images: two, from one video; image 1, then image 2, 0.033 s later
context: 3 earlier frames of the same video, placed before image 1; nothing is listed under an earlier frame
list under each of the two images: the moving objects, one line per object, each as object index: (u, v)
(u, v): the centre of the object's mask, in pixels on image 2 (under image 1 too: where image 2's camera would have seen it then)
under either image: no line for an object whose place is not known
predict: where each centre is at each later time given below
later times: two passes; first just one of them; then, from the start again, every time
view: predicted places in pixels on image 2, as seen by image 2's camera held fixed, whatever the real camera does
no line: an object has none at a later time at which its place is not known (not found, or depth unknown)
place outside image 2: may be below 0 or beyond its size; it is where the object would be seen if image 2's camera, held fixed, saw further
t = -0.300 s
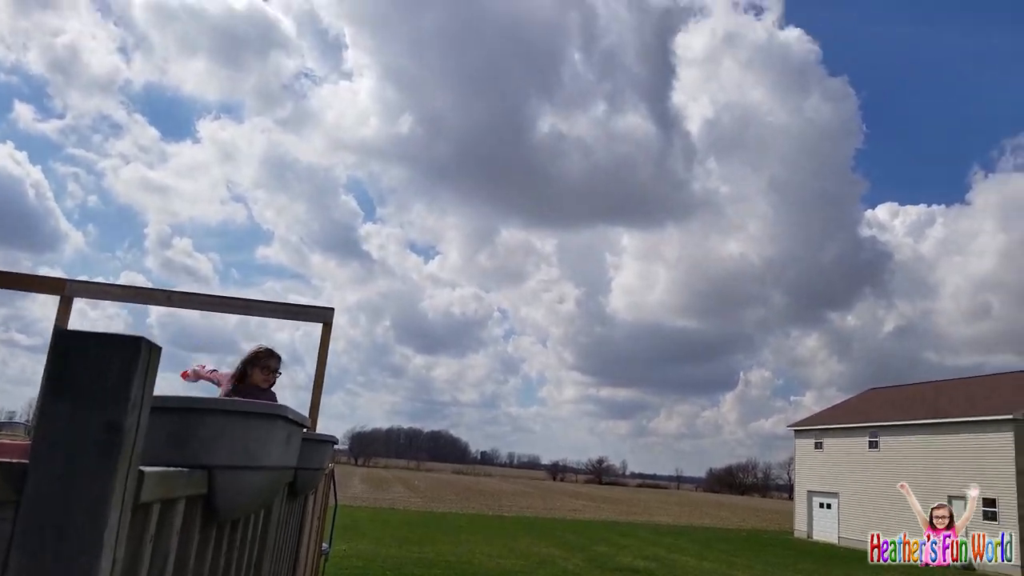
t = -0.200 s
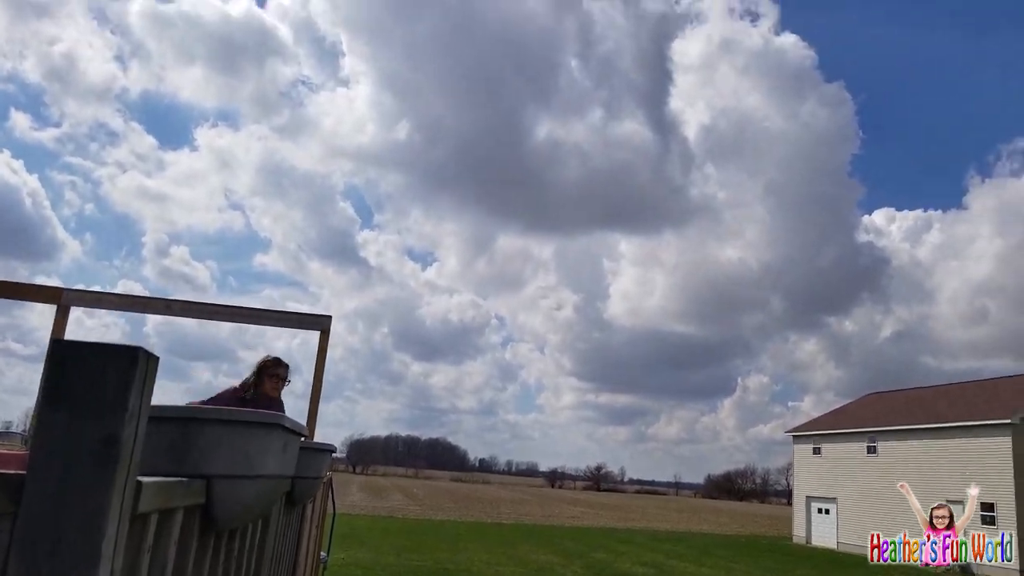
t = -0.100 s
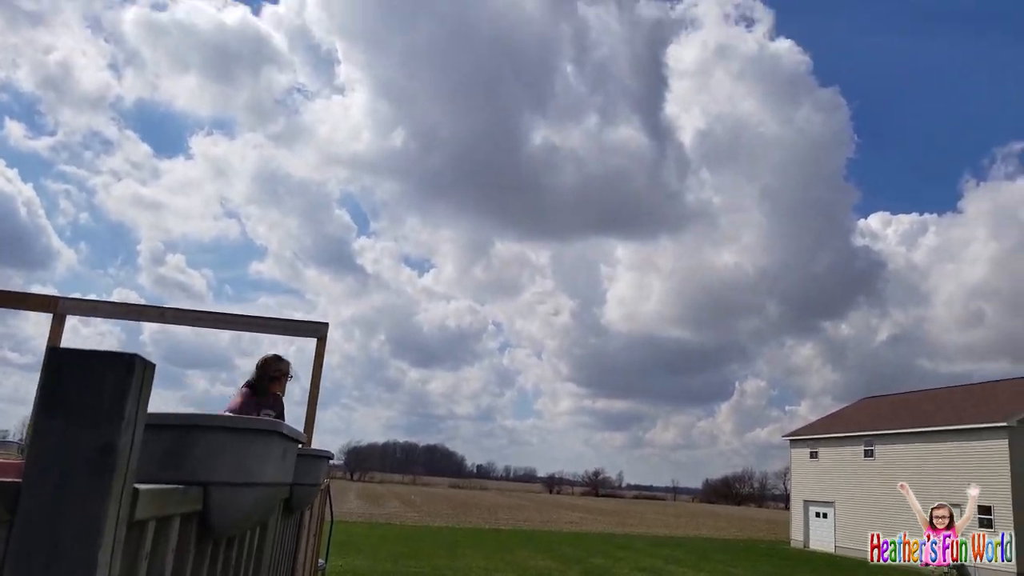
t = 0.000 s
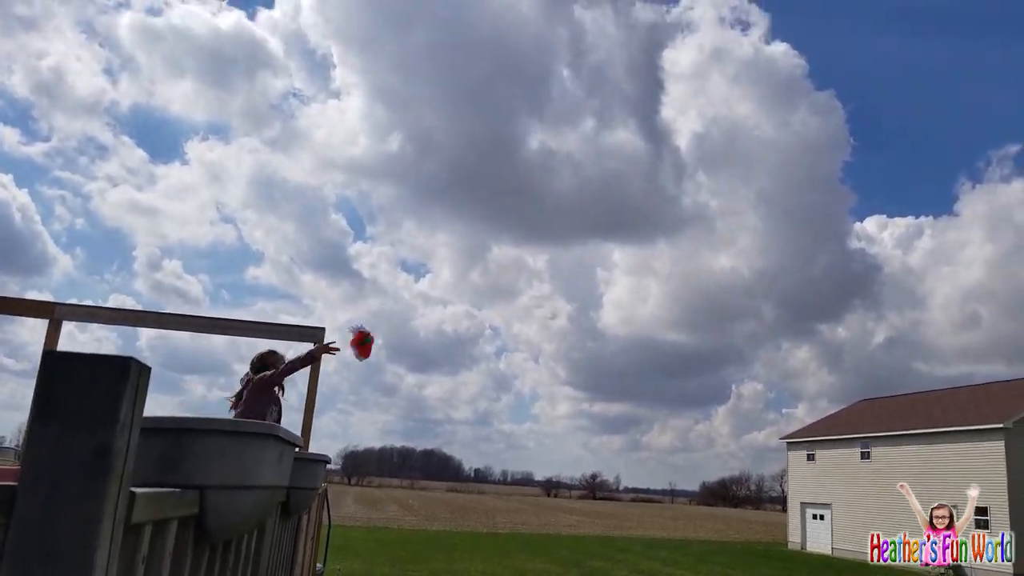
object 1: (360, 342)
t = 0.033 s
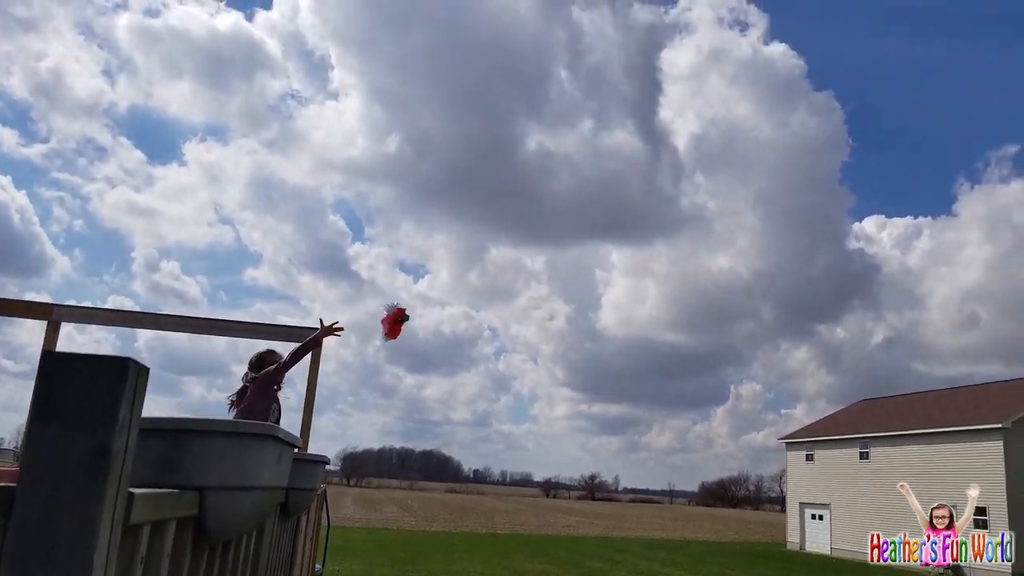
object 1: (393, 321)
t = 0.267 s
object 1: (584, 251)
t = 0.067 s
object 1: (425, 302)
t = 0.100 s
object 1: (453, 287)
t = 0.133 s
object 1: (482, 276)
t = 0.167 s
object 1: (510, 266)
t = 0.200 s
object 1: (533, 261)
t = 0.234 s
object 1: (556, 256)
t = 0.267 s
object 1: (584, 251)
